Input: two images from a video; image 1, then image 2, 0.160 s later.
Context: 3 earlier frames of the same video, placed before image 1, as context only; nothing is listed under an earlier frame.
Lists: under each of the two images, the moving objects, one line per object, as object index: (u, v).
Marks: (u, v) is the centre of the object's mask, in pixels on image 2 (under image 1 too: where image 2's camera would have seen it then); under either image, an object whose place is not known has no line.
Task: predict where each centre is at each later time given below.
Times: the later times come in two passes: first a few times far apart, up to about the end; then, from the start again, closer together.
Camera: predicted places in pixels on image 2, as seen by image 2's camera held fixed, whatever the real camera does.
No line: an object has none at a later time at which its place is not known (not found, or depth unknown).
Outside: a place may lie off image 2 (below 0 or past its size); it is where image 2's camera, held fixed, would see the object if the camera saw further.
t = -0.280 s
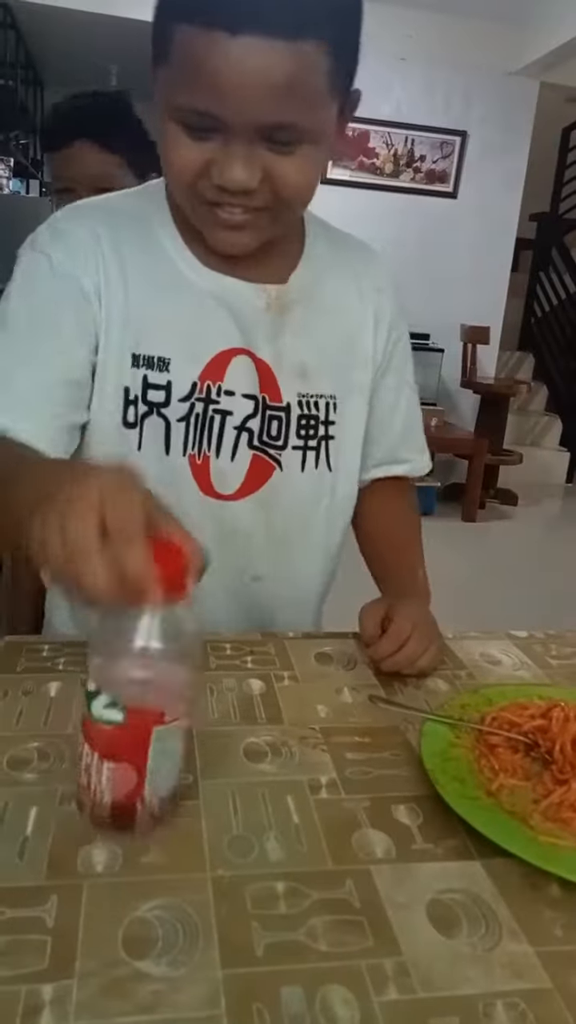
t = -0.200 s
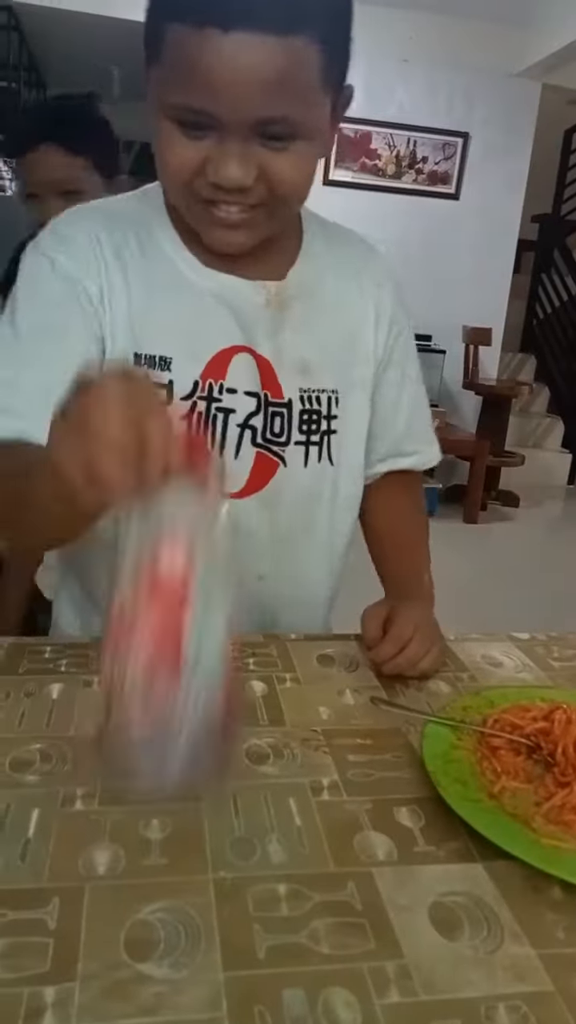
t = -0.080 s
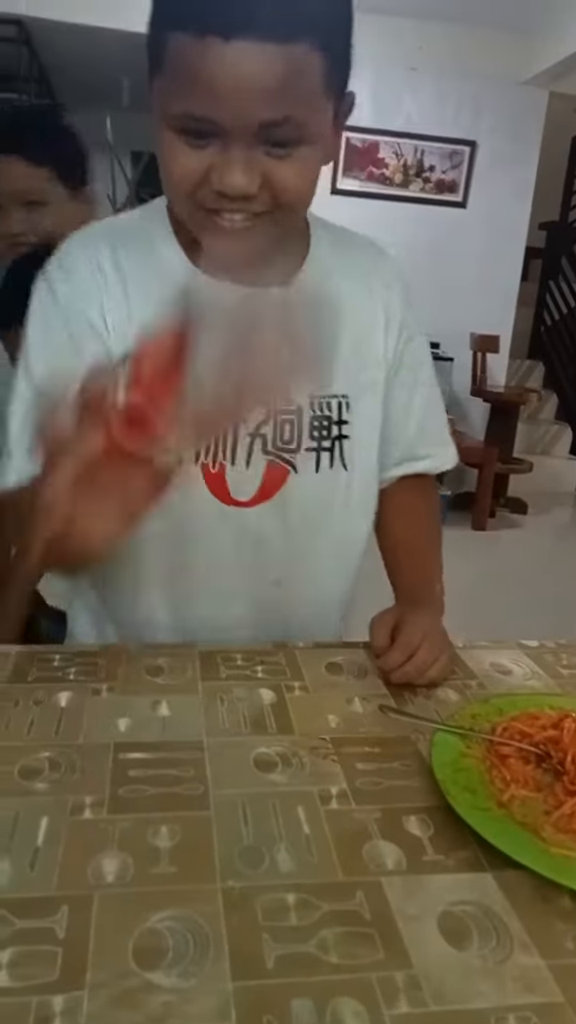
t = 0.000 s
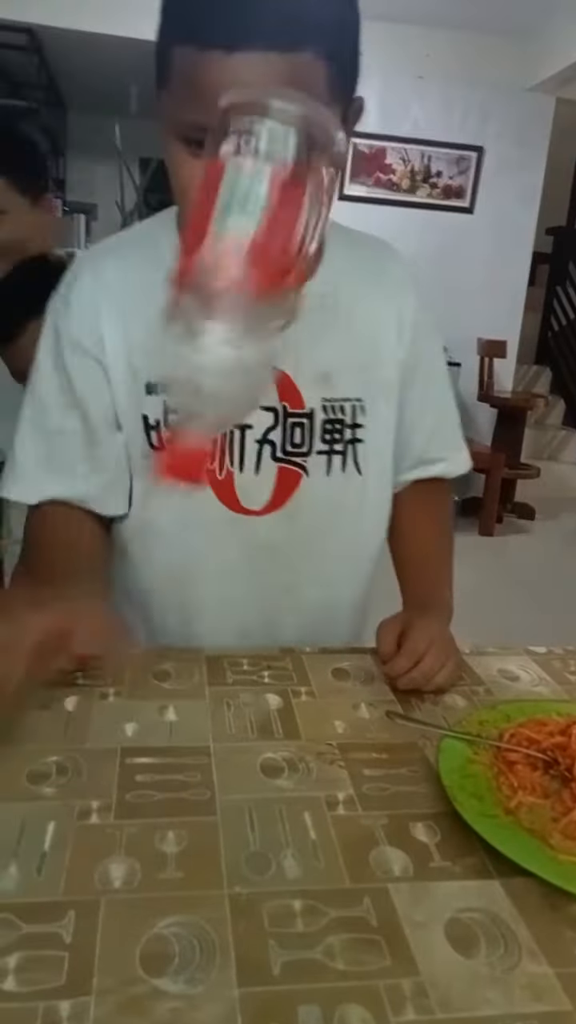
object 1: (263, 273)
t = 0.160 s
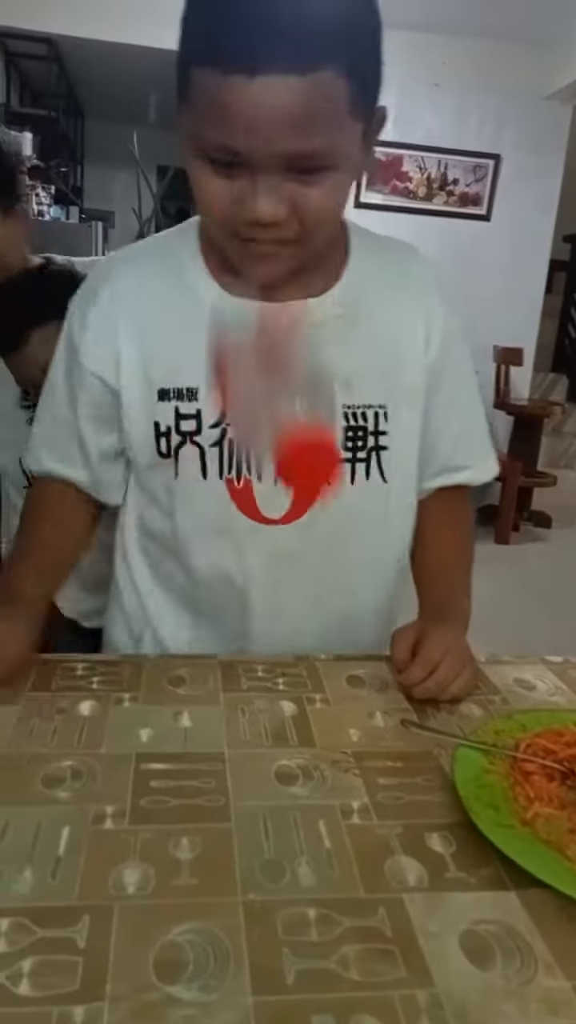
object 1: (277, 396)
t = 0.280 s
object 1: (265, 725)
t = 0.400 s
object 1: (280, 737)
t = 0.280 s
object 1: (265, 725)
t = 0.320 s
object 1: (267, 742)
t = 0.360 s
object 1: (272, 738)
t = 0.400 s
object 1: (280, 737)
